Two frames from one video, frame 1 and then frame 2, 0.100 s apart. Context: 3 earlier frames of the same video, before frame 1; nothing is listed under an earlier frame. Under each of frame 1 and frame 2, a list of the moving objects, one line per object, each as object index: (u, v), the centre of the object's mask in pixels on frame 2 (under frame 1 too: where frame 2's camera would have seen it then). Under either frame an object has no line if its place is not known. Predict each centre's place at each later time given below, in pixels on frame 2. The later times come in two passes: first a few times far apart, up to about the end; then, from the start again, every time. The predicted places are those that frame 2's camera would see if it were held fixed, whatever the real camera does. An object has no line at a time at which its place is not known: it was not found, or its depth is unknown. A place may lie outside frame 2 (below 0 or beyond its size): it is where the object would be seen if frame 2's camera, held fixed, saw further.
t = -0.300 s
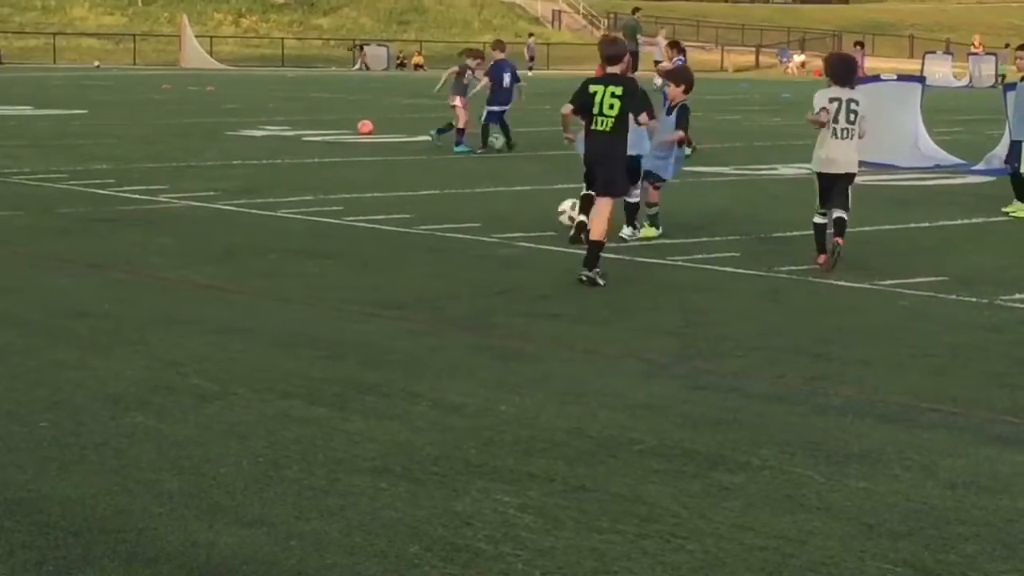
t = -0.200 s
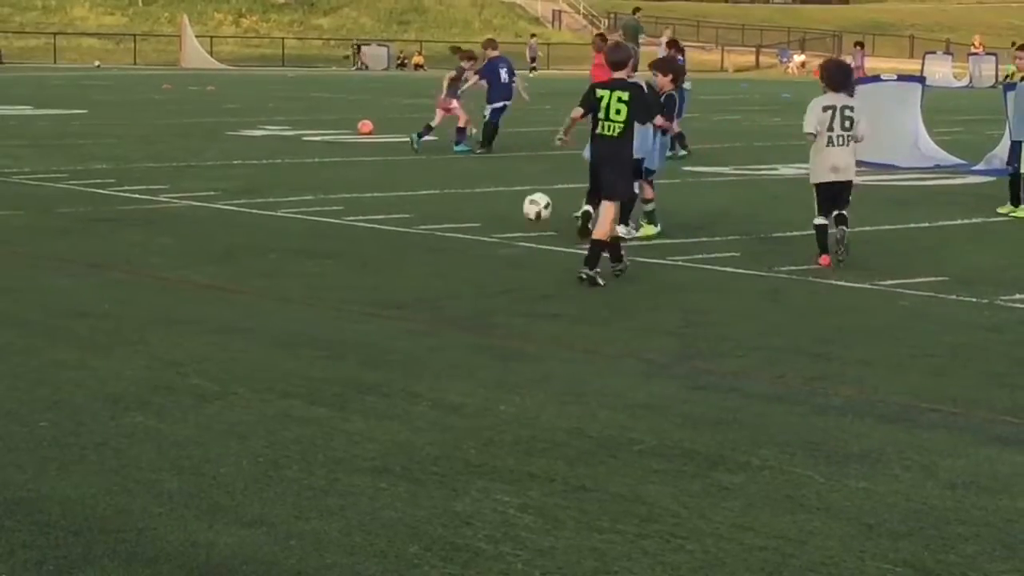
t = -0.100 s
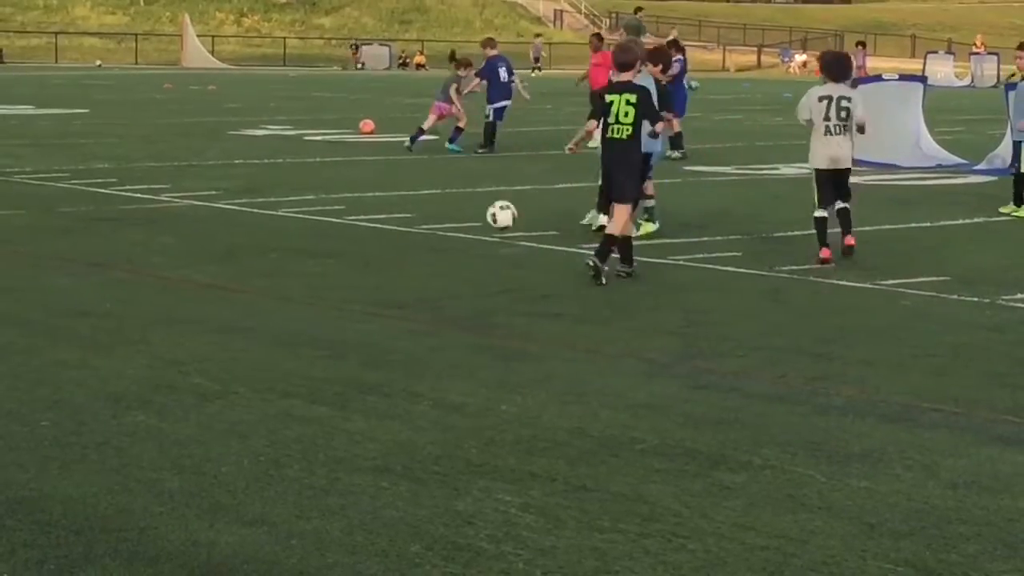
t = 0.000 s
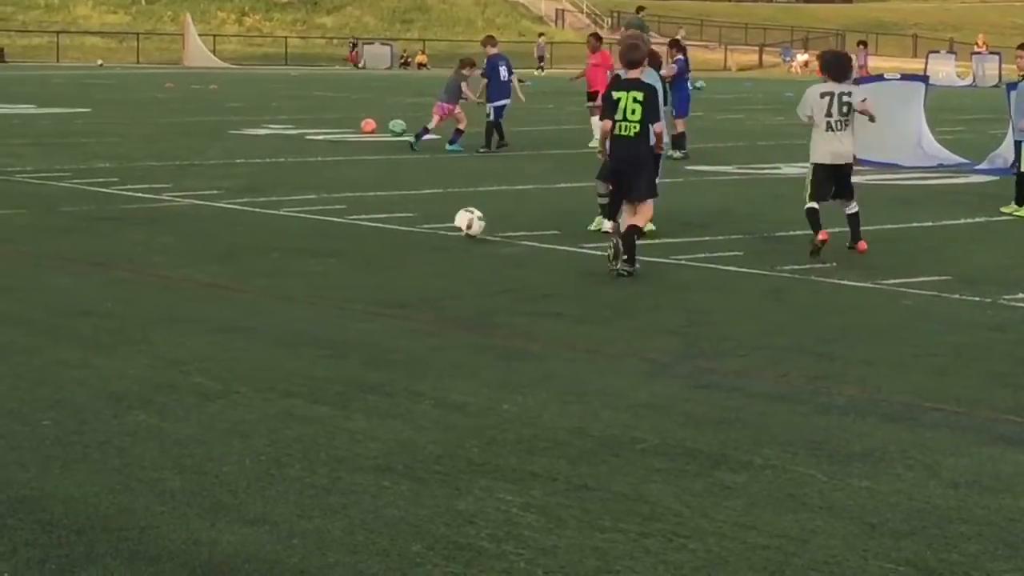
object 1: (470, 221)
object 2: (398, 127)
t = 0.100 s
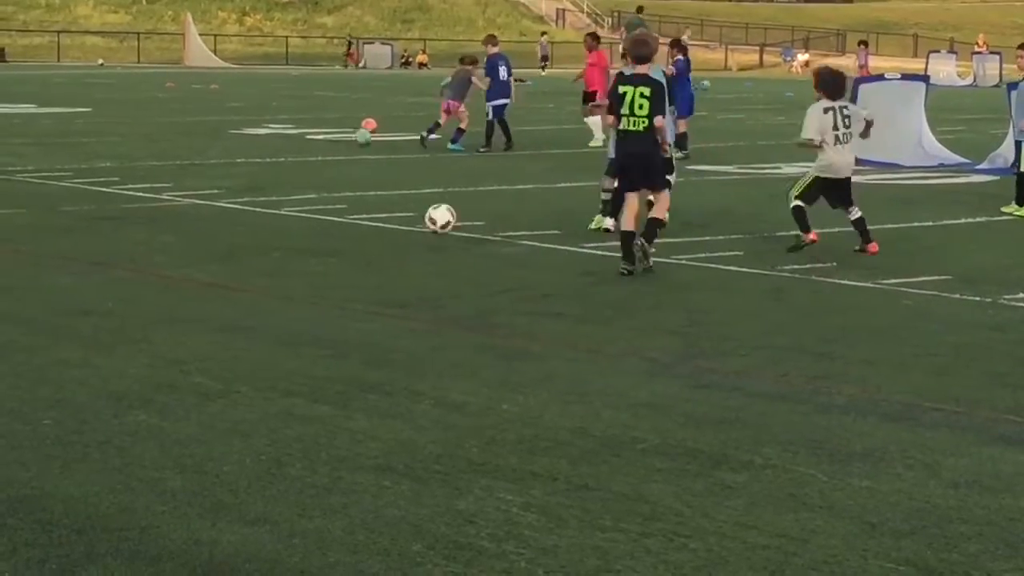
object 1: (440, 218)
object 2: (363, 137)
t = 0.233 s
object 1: (400, 232)
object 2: (329, 128)
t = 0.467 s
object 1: (348, 232)
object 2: (278, 130)
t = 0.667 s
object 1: (299, 236)
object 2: (242, 130)
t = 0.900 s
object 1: (244, 240)
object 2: (206, 131)
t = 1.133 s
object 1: (189, 244)
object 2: (172, 131)
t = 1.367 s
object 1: (131, 246)
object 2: (139, 131)
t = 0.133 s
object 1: (431, 221)
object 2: (353, 135)
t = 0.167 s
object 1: (420, 224)
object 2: (345, 132)
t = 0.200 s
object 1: (410, 230)
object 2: (337, 130)
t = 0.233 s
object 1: (400, 232)
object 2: (329, 128)
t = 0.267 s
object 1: (393, 229)
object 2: (321, 128)
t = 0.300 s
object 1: (385, 227)
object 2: (313, 129)
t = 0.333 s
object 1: (378, 228)
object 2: (304, 130)
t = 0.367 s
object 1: (370, 229)
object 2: (297, 132)
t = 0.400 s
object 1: (363, 234)
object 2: (289, 134)
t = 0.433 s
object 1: (356, 234)
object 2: (284, 131)
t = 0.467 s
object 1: (348, 232)
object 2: (278, 130)
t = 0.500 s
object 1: (339, 233)
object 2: (270, 130)
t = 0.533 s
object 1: (330, 234)
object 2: (265, 131)
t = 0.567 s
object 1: (322, 236)
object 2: (259, 131)
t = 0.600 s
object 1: (314, 235)
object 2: (253, 134)
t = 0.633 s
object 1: (306, 236)
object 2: (247, 132)
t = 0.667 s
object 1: (299, 236)
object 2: (242, 130)
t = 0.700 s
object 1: (291, 236)
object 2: (236, 130)
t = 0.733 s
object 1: (283, 237)
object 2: (231, 130)
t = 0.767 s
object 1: (276, 237)
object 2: (226, 132)
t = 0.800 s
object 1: (268, 237)
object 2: (221, 132)
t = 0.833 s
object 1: (260, 238)
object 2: (216, 131)
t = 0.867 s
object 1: (251, 238)
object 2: (211, 130)
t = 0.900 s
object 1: (244, 240)
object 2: (206, 131)
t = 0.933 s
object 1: (236, 240)
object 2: (202, 132)
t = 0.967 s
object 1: (228, 241)
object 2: (197, 131)
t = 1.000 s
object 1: (220, 241)
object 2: (192, 130)
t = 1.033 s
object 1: (212, 242)
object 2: (187, 131)
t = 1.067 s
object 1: (205, 242)
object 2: (182, 131)
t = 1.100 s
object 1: (197, 243)
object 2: (177, 131)
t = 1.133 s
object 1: (189, 244)
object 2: (172, 131)
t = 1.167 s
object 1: (181, 243)
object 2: (168, 131)
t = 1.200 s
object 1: (173, 245)
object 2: (163, 131)
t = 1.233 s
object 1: (164, 245)
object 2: (158, 130)
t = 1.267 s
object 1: (156, 245)
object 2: (154, 130)
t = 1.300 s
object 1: (147, 245)
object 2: (149, 131)
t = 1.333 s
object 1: (139, 246)
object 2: (144, 130)
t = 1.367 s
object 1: (131, 246)
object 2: (139, 131)
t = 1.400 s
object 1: (123, 247)
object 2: (134, 130)
